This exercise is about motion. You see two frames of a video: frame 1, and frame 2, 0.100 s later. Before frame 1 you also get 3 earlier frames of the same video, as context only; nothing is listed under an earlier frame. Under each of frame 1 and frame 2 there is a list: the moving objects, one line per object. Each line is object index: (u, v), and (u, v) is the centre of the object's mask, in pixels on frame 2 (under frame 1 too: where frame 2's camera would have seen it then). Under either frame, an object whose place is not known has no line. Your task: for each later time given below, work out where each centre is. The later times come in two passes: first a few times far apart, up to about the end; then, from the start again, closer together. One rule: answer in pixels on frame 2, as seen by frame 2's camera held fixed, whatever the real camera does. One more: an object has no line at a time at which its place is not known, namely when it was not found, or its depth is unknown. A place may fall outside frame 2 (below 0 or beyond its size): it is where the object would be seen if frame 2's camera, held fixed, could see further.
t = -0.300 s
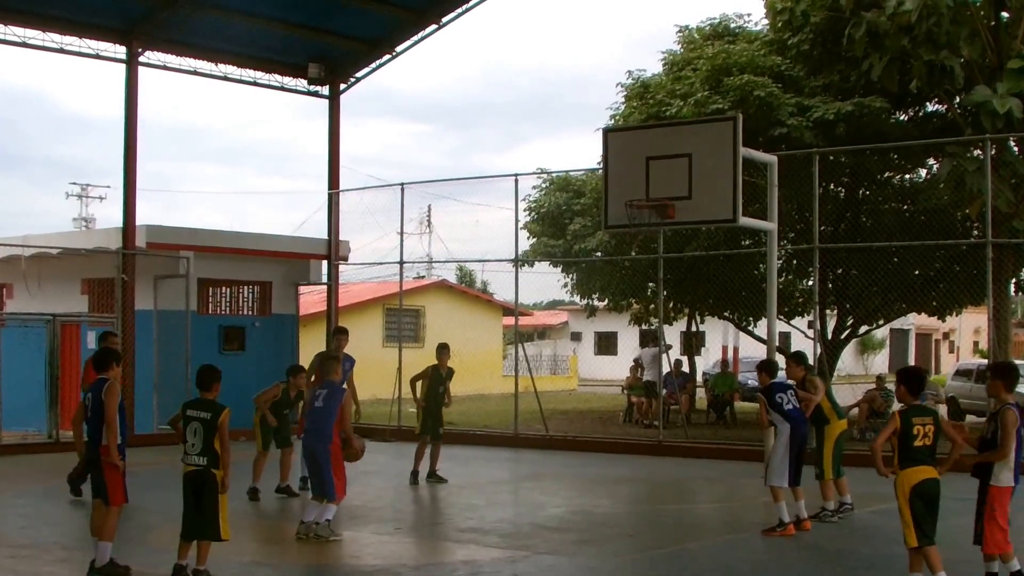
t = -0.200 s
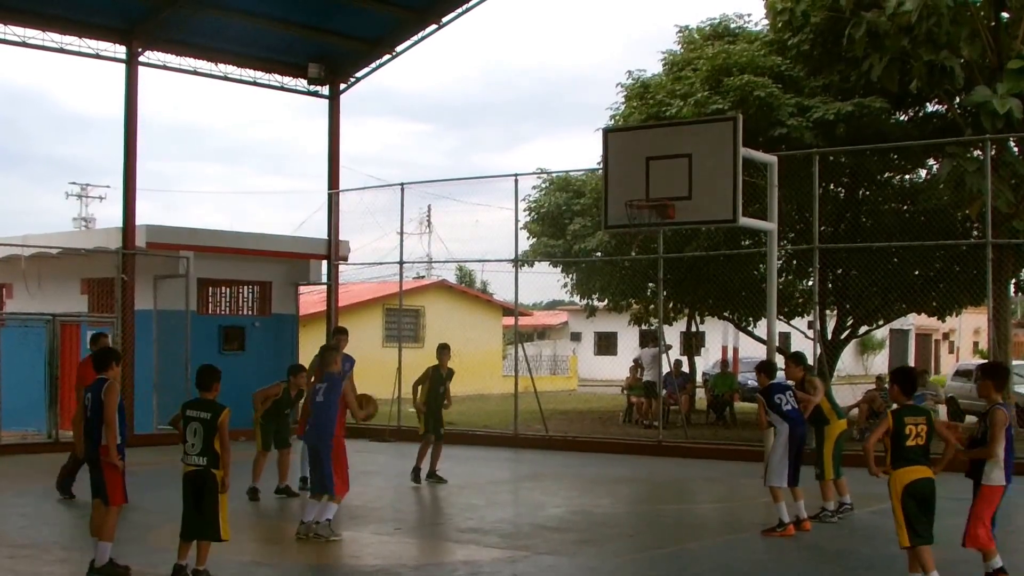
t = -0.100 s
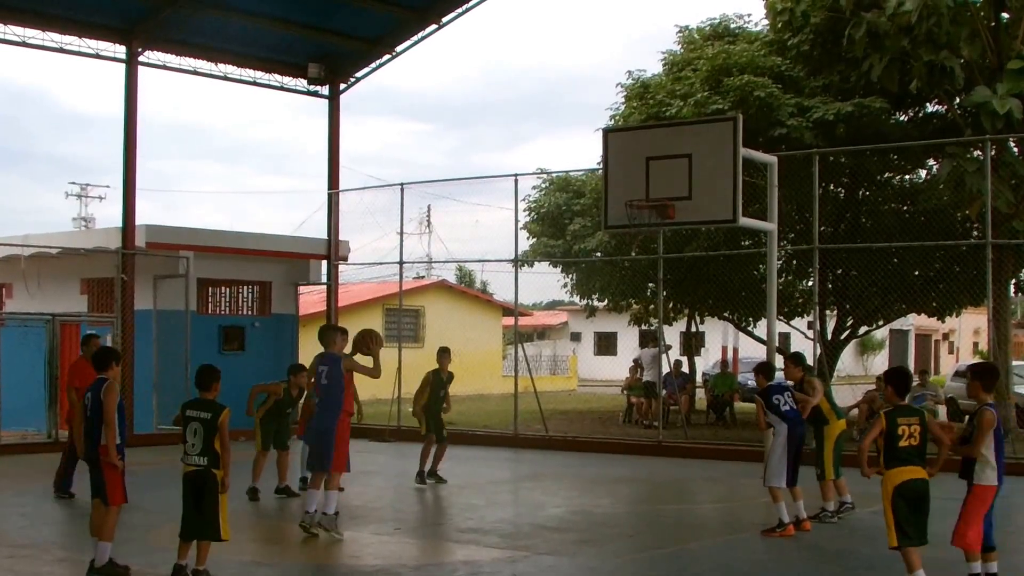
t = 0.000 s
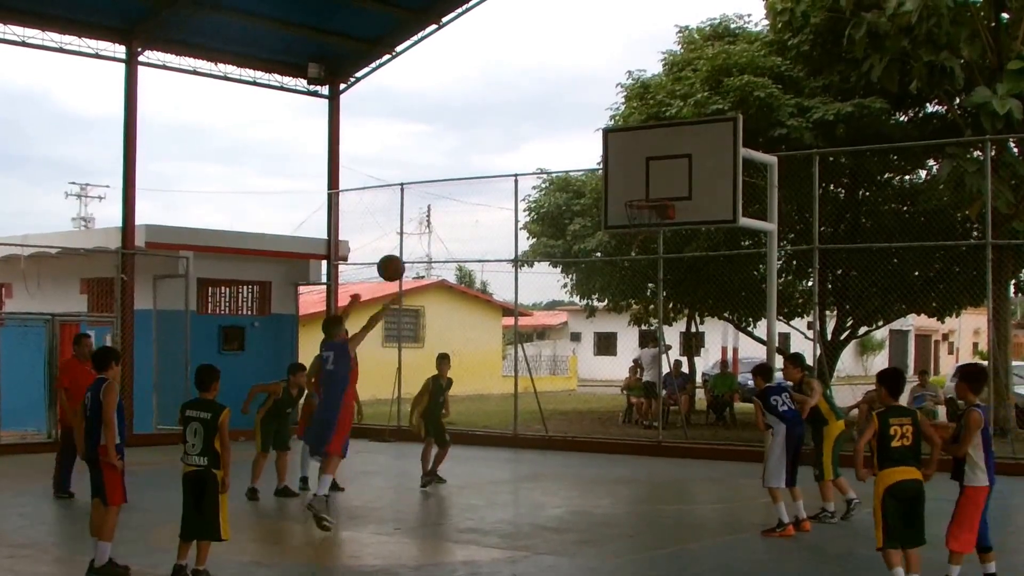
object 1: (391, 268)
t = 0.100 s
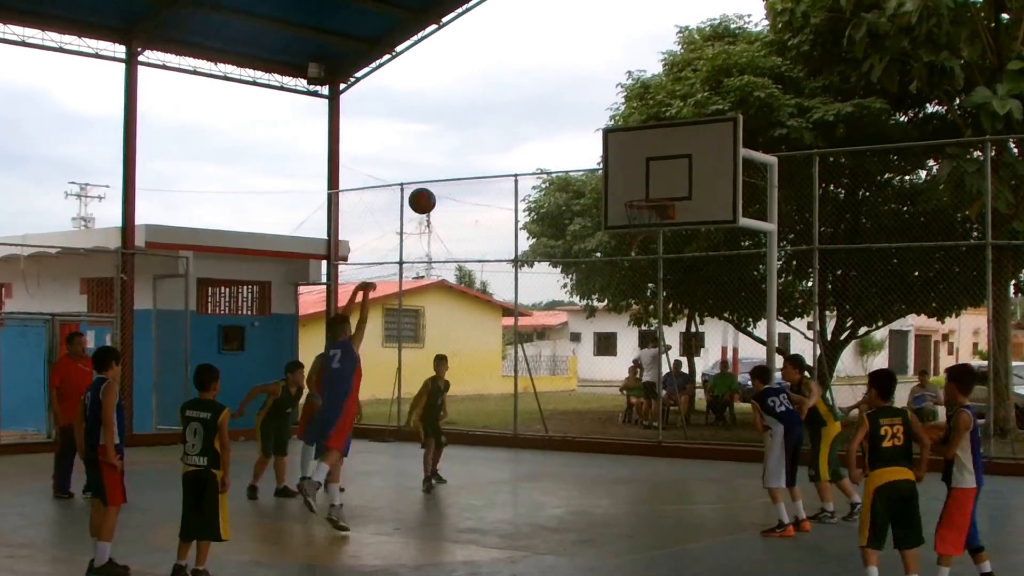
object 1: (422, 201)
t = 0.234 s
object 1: (462, 132)
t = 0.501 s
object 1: (533, 58)
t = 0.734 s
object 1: (589, 55)
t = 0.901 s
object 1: (625, 84)
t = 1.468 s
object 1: (586, 189)
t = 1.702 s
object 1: (513, 235)
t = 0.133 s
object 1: (432, 181)
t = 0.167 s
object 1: (442, 163)
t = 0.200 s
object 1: (452, 147)
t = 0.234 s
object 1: (462, 132)
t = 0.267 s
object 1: (471, 118)
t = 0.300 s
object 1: (480, 105)
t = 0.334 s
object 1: (490, 94)
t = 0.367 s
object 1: (499, 84)
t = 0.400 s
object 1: (507, 76)
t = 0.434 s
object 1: (516, 69)
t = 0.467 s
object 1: (524, 63)
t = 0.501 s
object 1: (533, 58)
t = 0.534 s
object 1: (541, 54)
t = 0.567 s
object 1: (549, 52)
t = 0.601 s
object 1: (557, 50)
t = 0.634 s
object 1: (565, 50)
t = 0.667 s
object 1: (573, 50)
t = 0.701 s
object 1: (581, 52)
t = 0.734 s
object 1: (589, 55)
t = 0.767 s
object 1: (596, 58)
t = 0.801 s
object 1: (603, 63)
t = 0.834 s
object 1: (610, 69)
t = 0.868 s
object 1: (617, 76)
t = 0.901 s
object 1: (625, 84)
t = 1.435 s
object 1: (596, 187)
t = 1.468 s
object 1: (586, 189)
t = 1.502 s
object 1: (576, 192)
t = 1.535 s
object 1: (568, 196)
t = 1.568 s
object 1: (554, 202)
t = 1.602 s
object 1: (543, 209)
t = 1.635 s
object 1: (533, 216)
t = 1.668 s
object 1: (523, 226)
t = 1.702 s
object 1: (513, 235)
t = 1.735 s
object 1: (501, 246)
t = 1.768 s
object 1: (490, 258)
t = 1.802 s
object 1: (480, 272)
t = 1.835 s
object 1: (469, 287)
